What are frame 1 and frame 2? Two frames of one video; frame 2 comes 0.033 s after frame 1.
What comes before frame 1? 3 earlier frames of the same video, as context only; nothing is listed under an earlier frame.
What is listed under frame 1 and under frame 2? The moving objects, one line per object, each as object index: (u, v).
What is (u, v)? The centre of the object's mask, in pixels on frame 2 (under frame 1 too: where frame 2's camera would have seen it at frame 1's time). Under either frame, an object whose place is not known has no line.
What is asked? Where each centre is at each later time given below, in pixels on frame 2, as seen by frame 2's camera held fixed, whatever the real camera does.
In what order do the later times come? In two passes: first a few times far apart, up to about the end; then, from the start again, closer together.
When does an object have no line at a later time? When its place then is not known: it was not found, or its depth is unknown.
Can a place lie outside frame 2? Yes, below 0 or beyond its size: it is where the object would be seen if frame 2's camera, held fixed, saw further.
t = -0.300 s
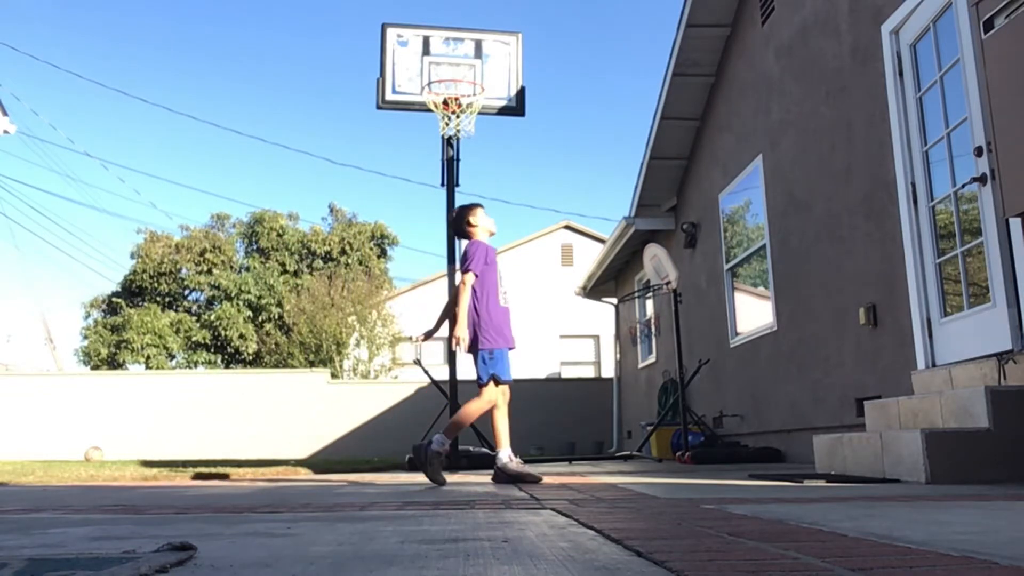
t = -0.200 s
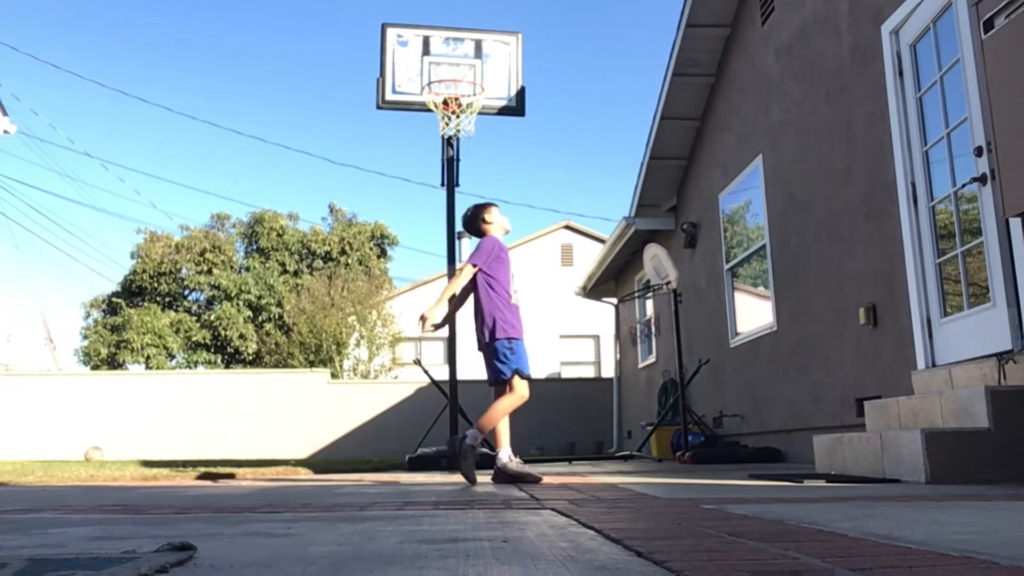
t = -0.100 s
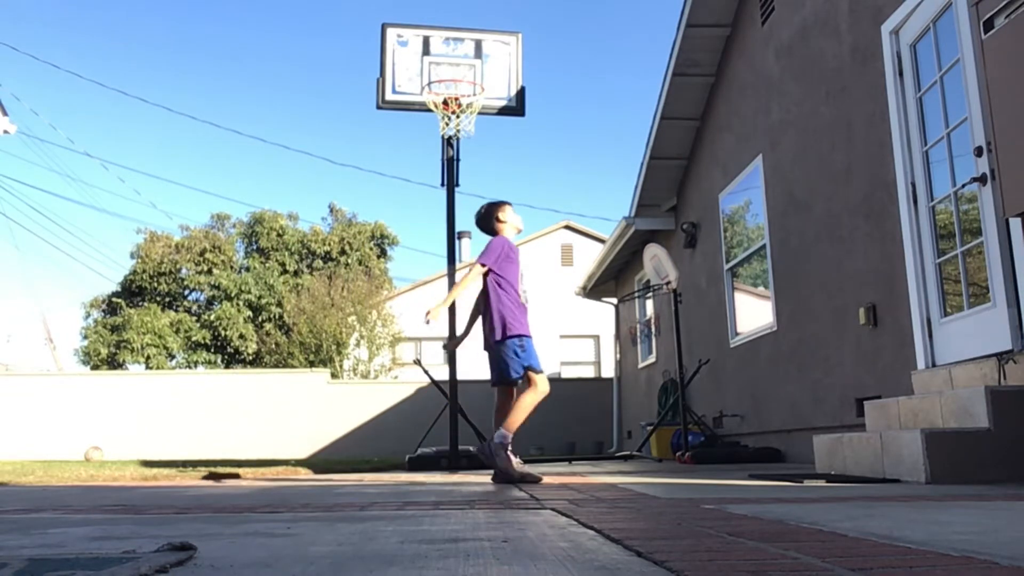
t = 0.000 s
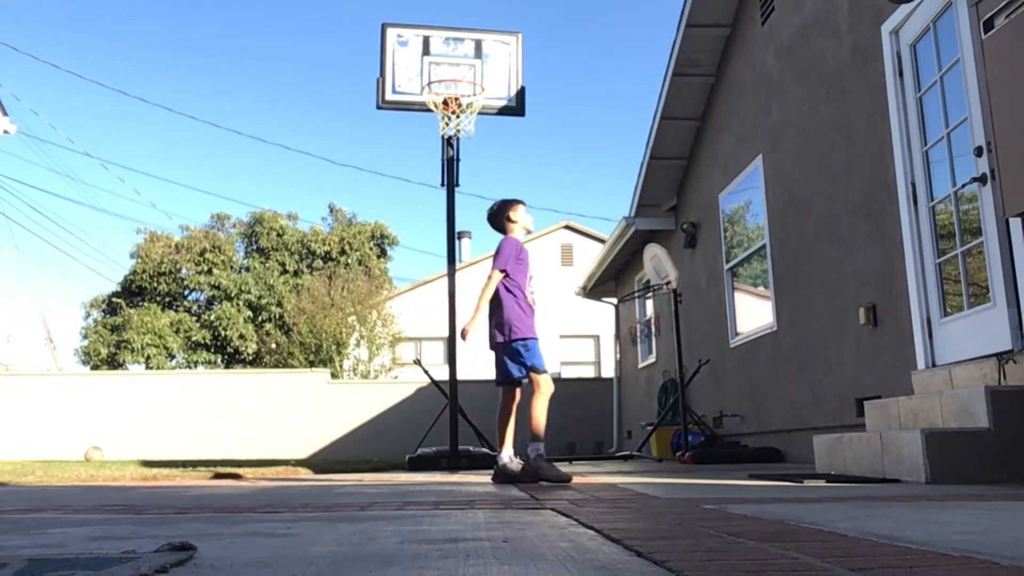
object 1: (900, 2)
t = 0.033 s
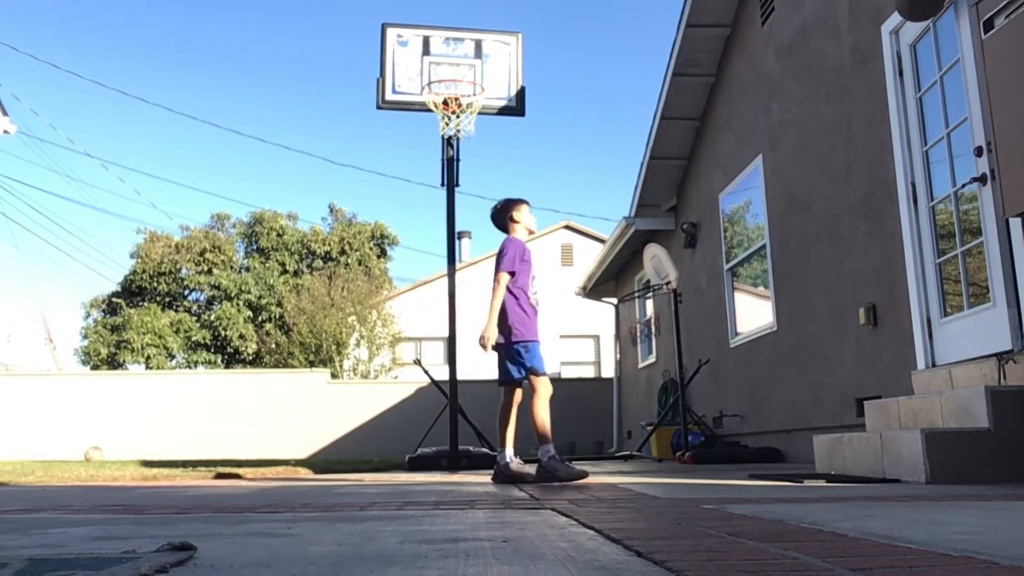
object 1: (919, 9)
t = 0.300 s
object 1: (874, 148)
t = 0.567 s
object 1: (822, 403)
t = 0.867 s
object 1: (728, 283)
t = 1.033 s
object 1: (681, 239)
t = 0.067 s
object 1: (932, 18)
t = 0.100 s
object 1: (923, 29)
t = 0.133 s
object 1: (914, 45)
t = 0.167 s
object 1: (905, 62)
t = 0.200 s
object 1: (897, 81)
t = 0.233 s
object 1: (889, 101)
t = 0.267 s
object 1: (881, 124)
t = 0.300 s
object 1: (874, 148)
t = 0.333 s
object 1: (867, 173)
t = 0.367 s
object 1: (859, 201)
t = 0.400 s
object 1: (852, 230)
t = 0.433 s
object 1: (845, 261)
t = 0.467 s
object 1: (839, 294)
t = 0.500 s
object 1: (833, 329)
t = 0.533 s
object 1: (827, 365)
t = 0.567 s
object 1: (822, 403)
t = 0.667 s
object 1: (795, 409)
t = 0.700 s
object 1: (782, 381)
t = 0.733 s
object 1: (771, 356)
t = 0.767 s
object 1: (759, 335)
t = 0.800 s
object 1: (748, 315)
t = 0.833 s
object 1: (738, 298)
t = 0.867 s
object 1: (728, 283)
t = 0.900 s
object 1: (718, 270)
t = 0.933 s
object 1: (709, 259)
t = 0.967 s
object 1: (700, 251)
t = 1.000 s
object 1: (692, 244)
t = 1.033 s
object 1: (681, 239)
